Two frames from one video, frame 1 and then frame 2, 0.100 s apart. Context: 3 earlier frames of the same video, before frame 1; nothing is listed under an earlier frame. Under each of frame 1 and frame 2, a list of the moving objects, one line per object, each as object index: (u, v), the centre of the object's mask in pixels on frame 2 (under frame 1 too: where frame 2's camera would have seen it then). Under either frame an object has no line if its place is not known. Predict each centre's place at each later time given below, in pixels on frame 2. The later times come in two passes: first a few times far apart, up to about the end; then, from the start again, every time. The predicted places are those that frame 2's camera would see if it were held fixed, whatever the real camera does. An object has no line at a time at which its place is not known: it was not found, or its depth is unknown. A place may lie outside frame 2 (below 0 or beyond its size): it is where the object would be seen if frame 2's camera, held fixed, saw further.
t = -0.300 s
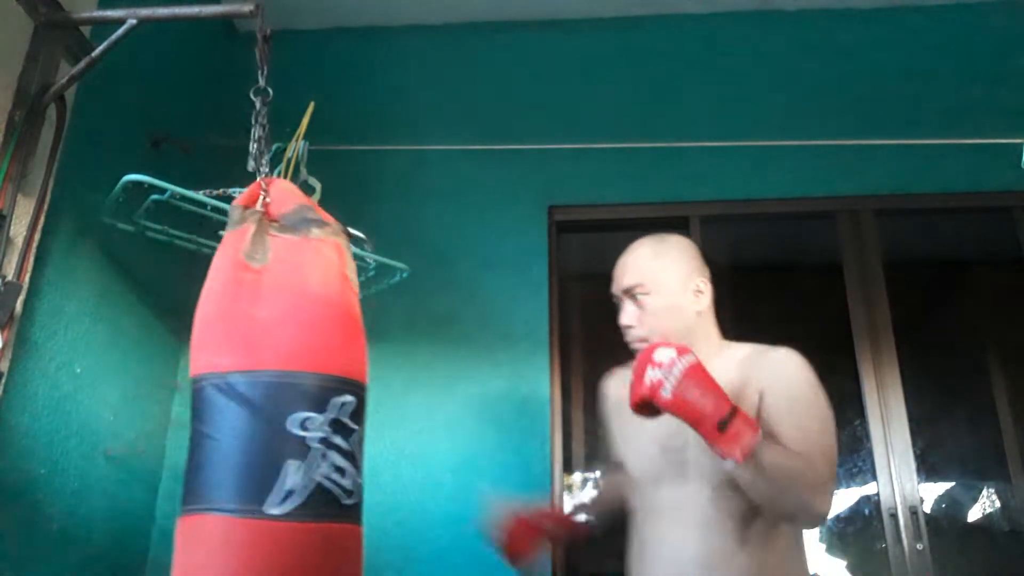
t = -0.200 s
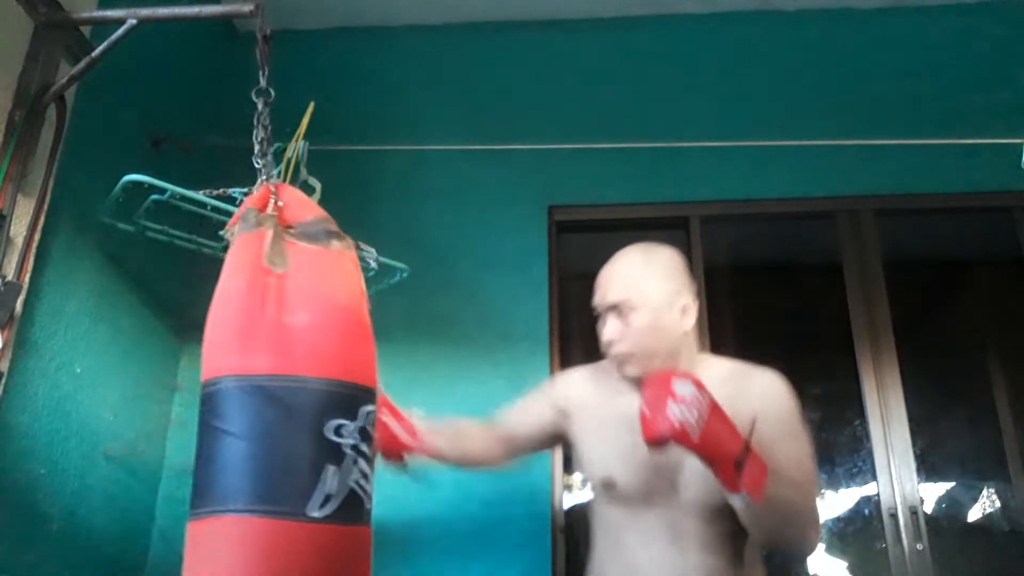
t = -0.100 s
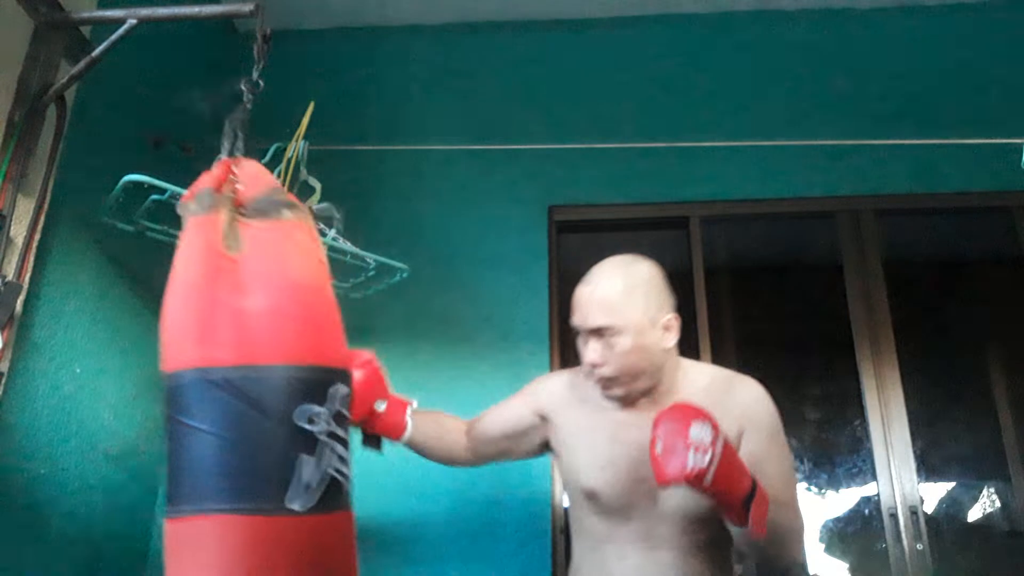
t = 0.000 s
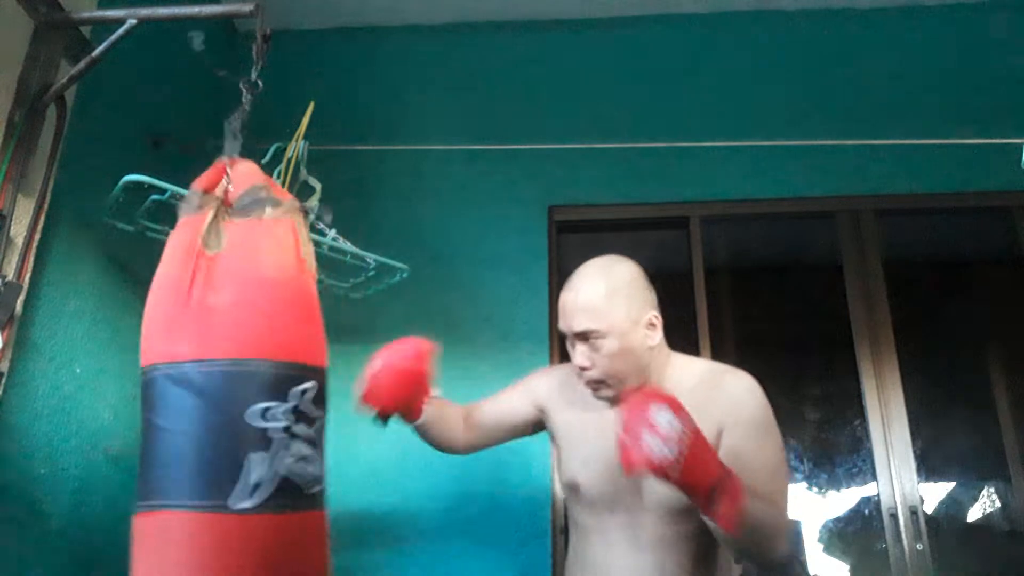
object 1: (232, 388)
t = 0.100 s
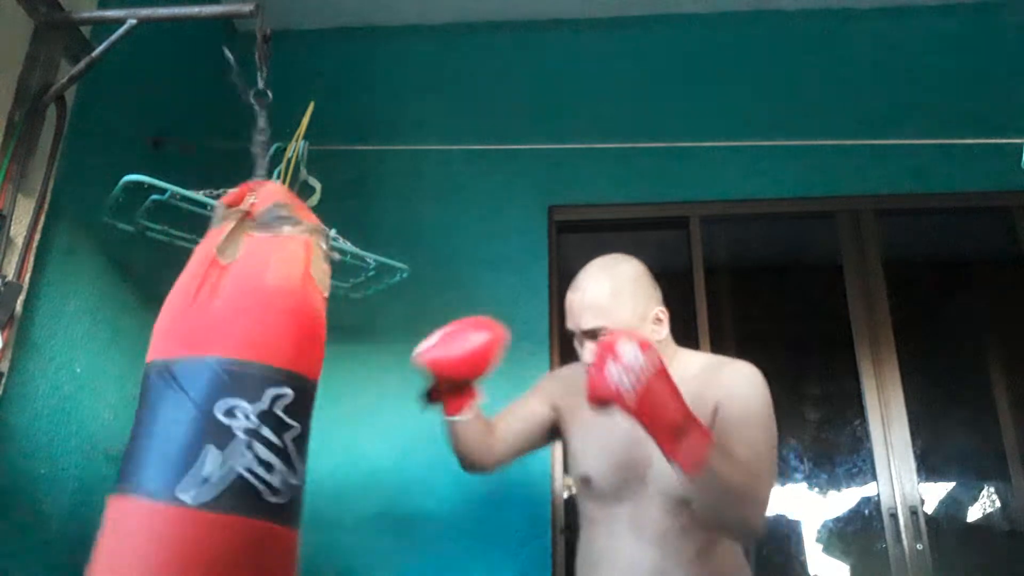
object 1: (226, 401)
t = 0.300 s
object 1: (163, 390)
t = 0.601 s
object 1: (142, 386)
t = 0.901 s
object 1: (150, 399)
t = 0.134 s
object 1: (220, 401)
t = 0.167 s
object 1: (212, 401)
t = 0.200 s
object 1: (203, 398)
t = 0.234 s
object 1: (191, 395)
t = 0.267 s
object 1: (178, 392)
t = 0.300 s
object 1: (163, 390)
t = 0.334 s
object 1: (150, 389)
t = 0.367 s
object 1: (142, 388)
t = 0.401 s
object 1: (138, 389)
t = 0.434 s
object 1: (136, 388)
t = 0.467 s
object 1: (136, 387)
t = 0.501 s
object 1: (139, 387)
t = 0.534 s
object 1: (142, 387)
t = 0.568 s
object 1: (142, 386)
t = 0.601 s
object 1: (142, 386)
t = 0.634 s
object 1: (140, 386)
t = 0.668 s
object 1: (138, 387)
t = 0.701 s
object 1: (136, 389)
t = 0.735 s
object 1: (134, 390)
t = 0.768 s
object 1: (135, 391)
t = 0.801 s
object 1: (137, 392)
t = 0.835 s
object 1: (141, 394)
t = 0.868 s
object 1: (145, 396)
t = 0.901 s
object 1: (150, 399)
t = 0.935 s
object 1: (154, 402)
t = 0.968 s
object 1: (157, 405)
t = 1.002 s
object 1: (159, 407)
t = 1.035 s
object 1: (163, 409)
